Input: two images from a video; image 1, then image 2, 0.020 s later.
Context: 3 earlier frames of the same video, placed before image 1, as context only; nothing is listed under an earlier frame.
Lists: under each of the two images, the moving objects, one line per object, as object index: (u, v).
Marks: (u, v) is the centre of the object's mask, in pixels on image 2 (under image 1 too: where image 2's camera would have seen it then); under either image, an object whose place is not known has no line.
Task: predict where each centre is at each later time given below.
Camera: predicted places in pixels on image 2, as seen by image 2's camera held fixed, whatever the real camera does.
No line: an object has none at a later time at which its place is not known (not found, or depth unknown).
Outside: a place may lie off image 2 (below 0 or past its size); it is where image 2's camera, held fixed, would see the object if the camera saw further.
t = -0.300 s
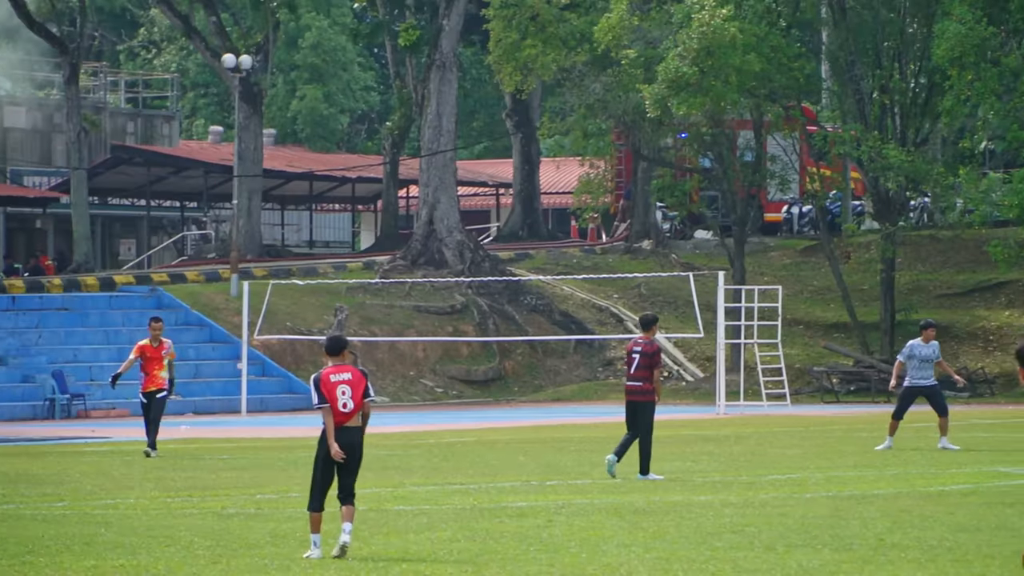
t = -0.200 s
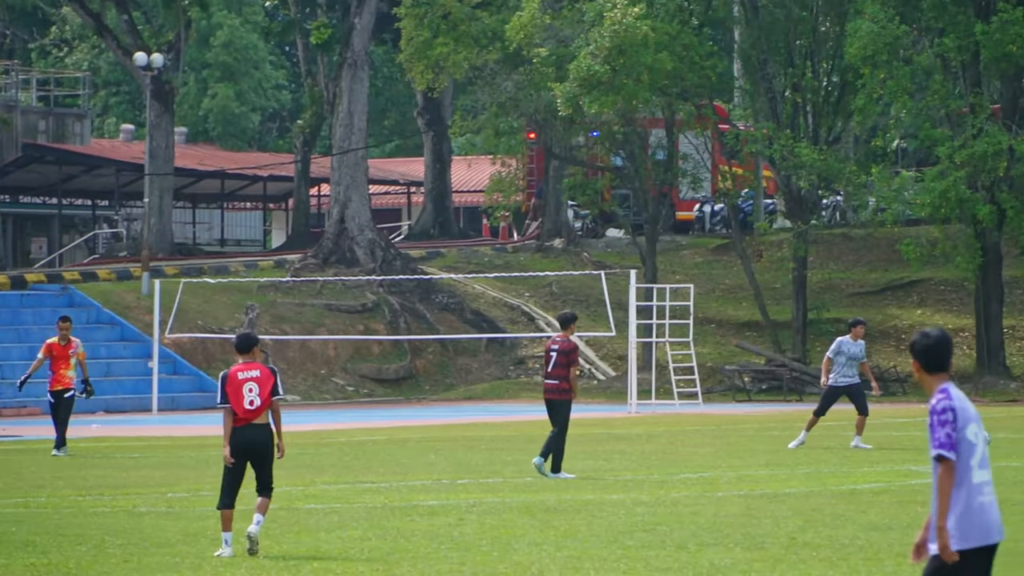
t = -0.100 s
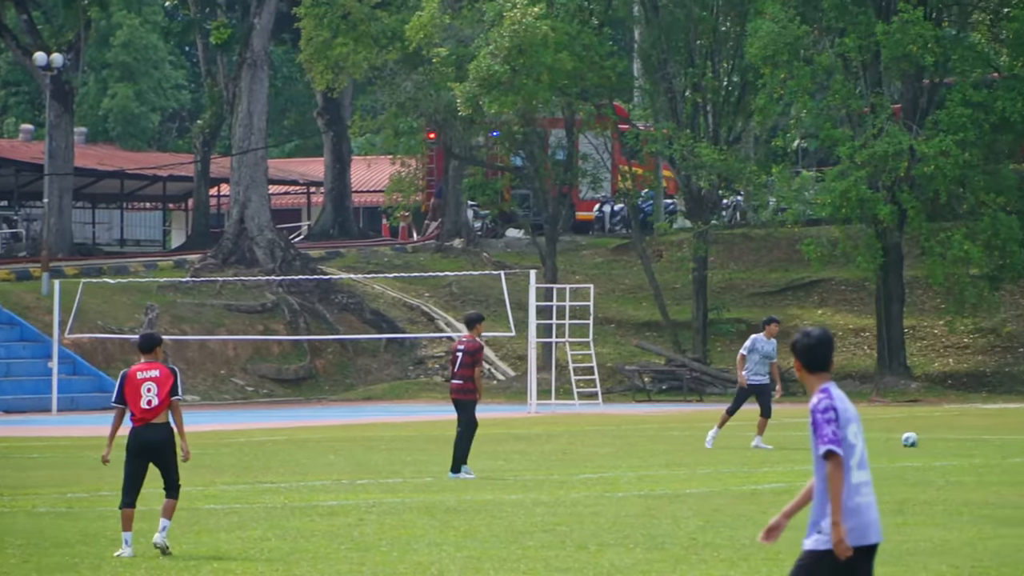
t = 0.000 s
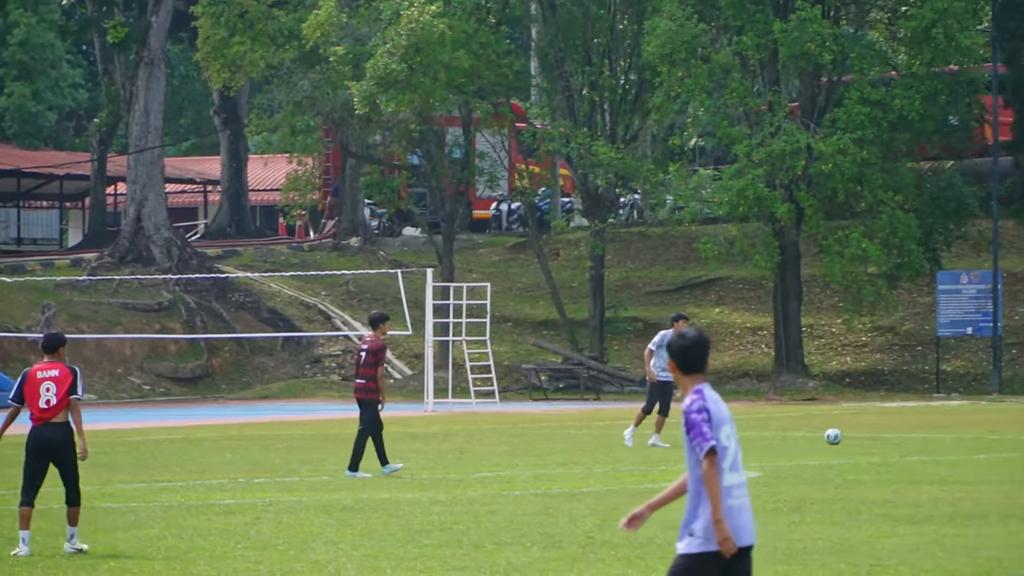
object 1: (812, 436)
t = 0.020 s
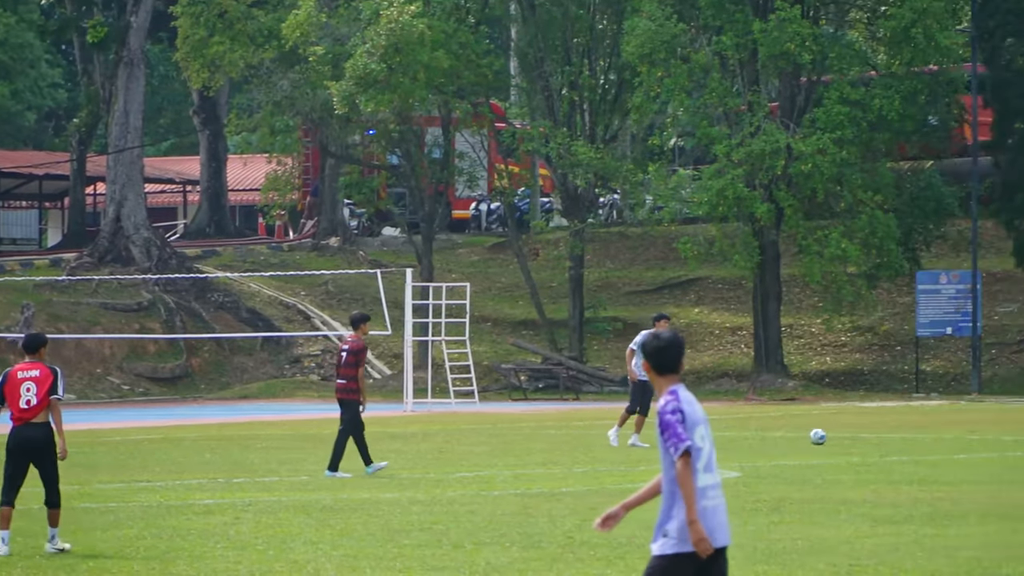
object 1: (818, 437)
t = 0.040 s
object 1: (823, 438)
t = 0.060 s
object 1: (828, 438)
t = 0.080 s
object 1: (833, 438)
